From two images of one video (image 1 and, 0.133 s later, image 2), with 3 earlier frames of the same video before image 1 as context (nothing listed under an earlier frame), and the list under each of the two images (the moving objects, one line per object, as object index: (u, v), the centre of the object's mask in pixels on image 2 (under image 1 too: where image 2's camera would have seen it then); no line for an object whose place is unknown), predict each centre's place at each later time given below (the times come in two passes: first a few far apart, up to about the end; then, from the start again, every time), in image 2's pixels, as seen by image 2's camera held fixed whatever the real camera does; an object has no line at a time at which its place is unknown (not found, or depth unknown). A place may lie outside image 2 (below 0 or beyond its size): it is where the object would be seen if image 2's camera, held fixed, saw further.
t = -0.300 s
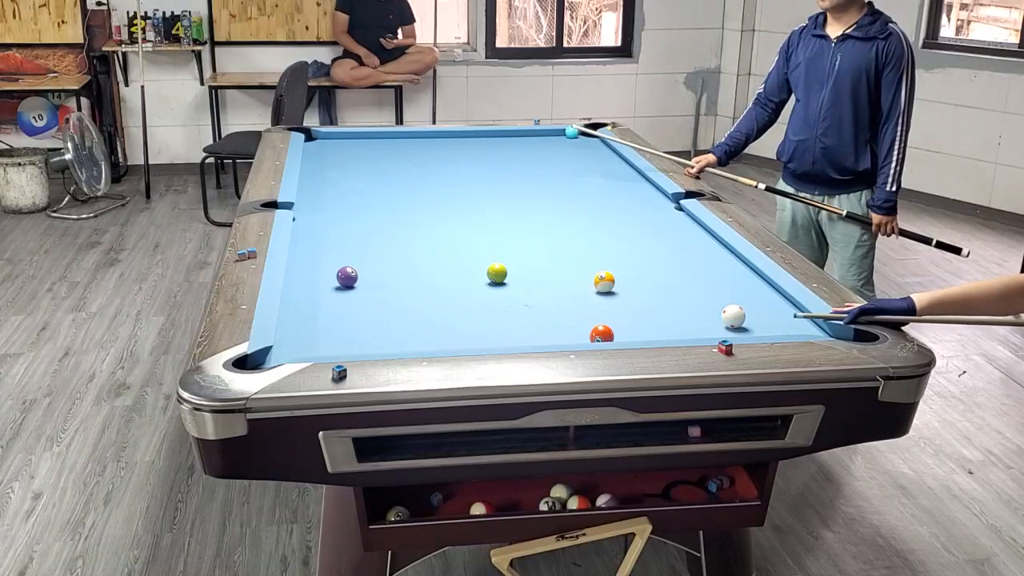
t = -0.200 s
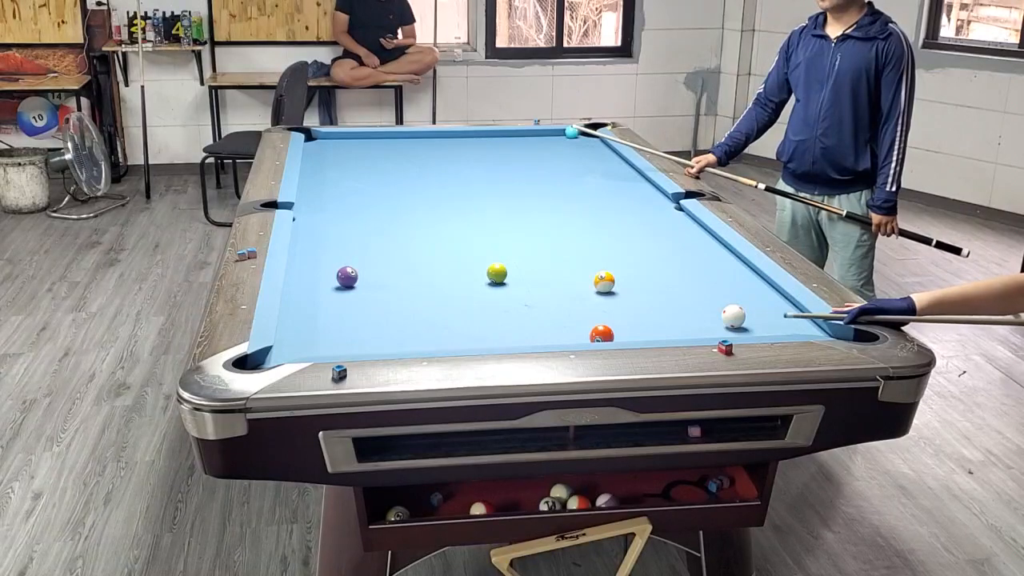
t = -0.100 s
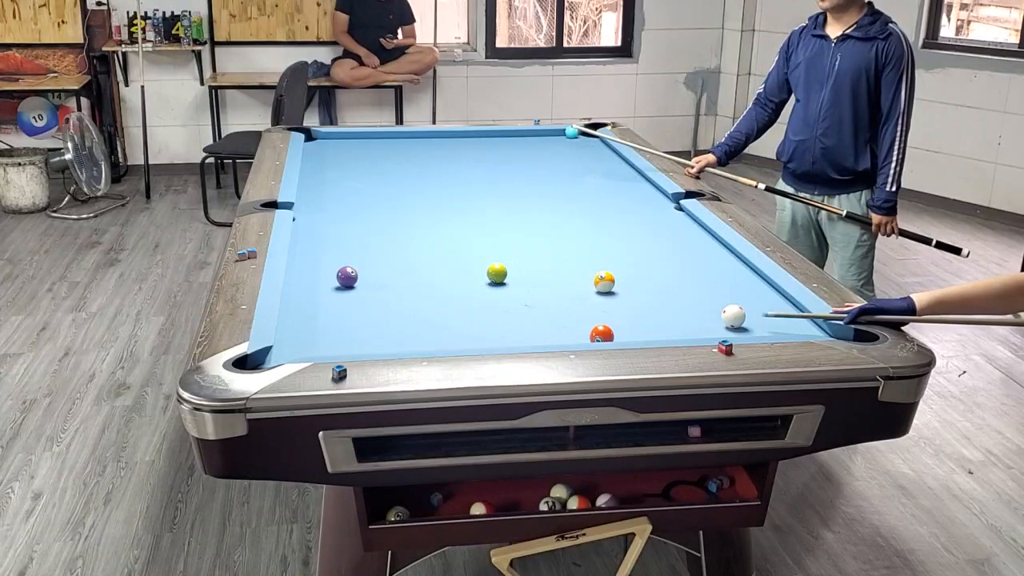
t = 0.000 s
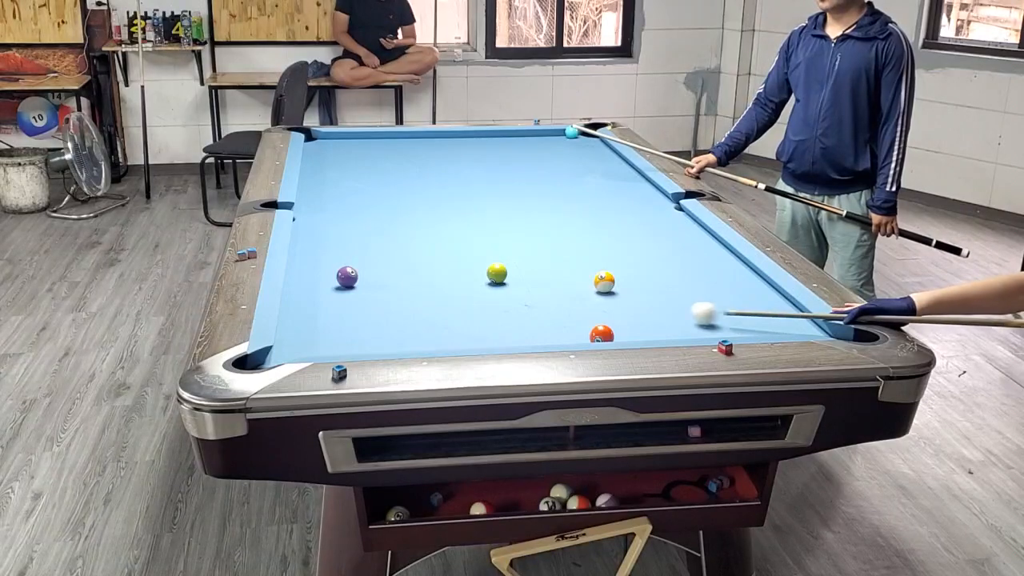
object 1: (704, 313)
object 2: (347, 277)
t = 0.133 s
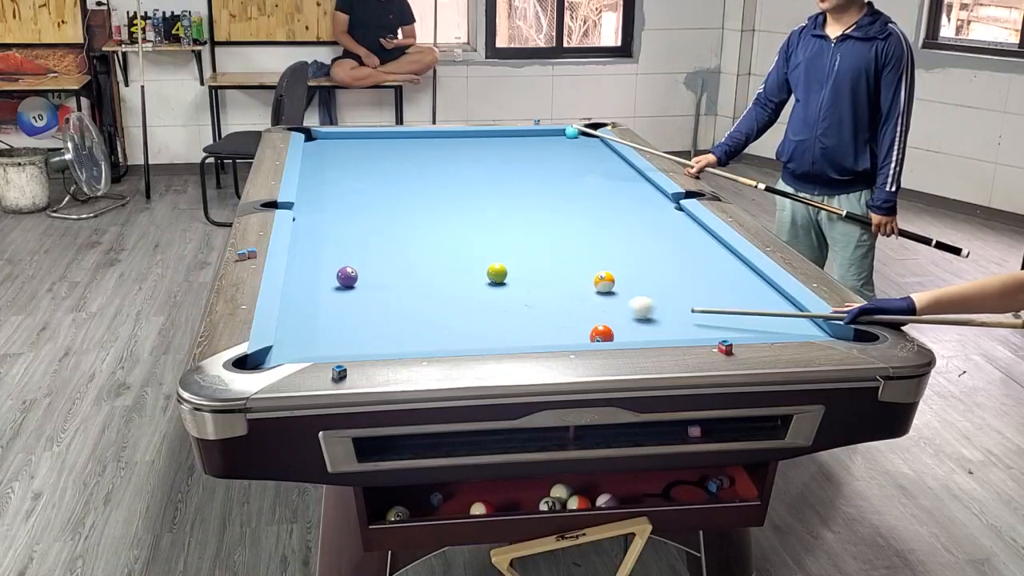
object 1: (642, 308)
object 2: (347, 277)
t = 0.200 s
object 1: (612, 305)
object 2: (347, 277)
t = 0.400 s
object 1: (524, 296)
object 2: (347, 277)
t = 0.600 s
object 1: (442, 289)
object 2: (347, 276)
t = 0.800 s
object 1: (364, 281)
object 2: (346, 276)
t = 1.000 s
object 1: (324, 287)
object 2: (314, 266)
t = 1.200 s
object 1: (300, 290)
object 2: (302, 258)
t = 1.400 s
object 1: (325, 291)
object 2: (316, 252)
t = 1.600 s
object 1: (348, 293)
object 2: (329, 246)
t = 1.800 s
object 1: (371, 294)
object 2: (342, 241)
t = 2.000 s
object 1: (392, 295)
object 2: (352, 236)
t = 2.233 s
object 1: (416, 296)
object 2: (364, 231)
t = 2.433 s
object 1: (435, 297)
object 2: (373, 227)
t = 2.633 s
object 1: (453, 298)
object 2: (381, 223)
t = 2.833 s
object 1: (469, 298)
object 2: (389, 220)
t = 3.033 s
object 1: (485, 299)
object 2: (395, 217)
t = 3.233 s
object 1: (500, 301)
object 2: (402, 214)
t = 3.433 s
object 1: (514, 301)
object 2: (408, 211)
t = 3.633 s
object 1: (527, 301)
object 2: (413, 209)
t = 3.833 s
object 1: (539, 301)
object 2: (418, 207)
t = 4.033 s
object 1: (549, 302)
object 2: (422, 204)
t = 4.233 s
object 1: (559, 302)
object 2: (426, 203)
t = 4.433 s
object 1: (567, 302)
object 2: (430, 202)
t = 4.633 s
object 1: (575, 302)
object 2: (433, 200)
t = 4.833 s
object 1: (580, 302)
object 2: (435, 199)
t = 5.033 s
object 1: (585, 303)
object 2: (437, 198)
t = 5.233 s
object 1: (589, 303)
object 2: (439, 198)
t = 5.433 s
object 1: (592, 302)
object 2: (441, 197)
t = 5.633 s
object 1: (594, 302)
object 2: (442, 196)
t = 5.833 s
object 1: (595, 302)
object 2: (443, 196)
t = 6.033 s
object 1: (595, 302)
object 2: (443, 196)
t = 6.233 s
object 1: (595, 302)
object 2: (443, 196)
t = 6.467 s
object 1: (595, 302)
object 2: (444, 196)
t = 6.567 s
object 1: (595, 302)
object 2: (444, 196)
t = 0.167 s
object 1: (626, 306)
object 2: (347, 277)
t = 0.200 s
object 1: (612, 305)
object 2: (347, 277)
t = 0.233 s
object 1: (596, 303)
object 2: (347, 277)
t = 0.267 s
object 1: (582, 302)
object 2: (347, 277)
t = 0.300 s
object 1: (567, 301)
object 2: (347, 277)
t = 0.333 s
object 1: (553, 299)
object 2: (347, 277)
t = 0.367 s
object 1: (538, 297)
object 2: (347, 277)
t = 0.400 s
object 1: (524, 296)
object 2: (347, 277)
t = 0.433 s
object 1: (511, 296)
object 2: (347, 277)
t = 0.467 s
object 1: (497, 294)
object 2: (347, 276)
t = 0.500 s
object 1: (483, 293)
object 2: (347, 276)
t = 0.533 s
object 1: (470, 291)
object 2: (347, 276)
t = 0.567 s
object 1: (456, 290)
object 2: (347, 277)
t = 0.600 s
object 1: (442, 289)
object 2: (347, 276)
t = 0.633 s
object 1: (429, 288)
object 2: (347, 276)
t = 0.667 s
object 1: (416, 287)
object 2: (347, 277)
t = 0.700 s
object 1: (403, 285)
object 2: (347, 276)
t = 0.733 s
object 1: (390, 284)
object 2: (347, 276)
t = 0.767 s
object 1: (377, 283)
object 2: (347, 276)
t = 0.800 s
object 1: (364, 281)
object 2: (346, 276)
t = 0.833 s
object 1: (356, 283)
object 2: (341, 274)
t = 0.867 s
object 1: (351, 284)
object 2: (334, 272)
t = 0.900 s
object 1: (344, 285)
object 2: (329, 270)
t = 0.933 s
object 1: (337, 285)
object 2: (324, 269)
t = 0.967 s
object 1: (331, 286)
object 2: (319, 267)
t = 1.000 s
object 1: (324, 287)
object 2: (314, 266)
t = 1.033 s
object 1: (316, 288)
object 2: (309, 265)
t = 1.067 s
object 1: (310, 288)
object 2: (305, 263)
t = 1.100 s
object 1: (303, 289)
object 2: (300, 261)
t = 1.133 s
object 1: (295, 290)
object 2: (297, 260)
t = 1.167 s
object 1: (296, 290)
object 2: (300, 259)
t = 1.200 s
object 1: (300, 290)
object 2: (302, 258)
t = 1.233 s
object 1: (304, 290)
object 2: (305, 257)
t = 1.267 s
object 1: (308, 291)
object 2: (307, 256)
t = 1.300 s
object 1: (313, 291)
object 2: (309, 255)
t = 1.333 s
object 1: (317, 291)
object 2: (312, 254)
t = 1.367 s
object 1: (321, 291)
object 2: (314, 253)
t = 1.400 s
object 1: (325, 291)
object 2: (316, 252)
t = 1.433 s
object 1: (329, 292)
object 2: (319, 251)
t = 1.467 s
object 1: (333, 292)
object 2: (321, 250)
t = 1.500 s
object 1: (337, 292)
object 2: (323, 249)
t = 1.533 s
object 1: (340, 292)
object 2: (325, 248)
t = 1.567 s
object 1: (345, 292)
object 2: (328, 247)
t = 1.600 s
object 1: (348, 293)
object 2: (329, 246)
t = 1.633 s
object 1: (352, 293)
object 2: (332, 245)
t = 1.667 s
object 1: (356, 293)
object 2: (334, 244)
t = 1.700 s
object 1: (360, 293)
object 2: (336, 244)
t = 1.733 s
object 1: (364, 293)
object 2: (338, 243)
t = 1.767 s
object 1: (368, 294)
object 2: (339, 242)
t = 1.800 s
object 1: (371, 294)
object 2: (342, 241)
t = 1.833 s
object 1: (375, 294)
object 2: (343, 240)
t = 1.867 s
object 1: (378, 294)
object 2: (345, 239)
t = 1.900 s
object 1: (382, 294)
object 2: (347, 238)
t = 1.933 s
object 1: (386, 294)
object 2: (349, 238)
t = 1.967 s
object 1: (389, 294)
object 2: (351, 237)
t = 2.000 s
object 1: (392, 295)
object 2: (352, 236)
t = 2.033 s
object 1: (396, 295)
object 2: (354, 235)
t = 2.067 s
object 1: (399, 295)
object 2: (356, 235)
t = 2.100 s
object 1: (403, 295)
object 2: (358, 234)
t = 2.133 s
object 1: (406, 295)
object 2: (359, 233)
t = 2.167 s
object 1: (409, 295)
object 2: (361, 232)
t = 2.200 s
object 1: (413, 296)
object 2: (362, 232)
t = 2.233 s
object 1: (416, 296)
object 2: (364, 231)
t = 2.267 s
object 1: (419, 296)
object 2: (366, 230)
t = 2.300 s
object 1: (423, 296)
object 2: (367, 230)
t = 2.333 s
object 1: (426, 296)
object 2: (368, 229)
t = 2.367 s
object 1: (429, 296)
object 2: (370, 228)
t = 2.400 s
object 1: (432, 297)
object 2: (371, 228)
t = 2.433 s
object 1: (435, 297)
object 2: (373, 227)
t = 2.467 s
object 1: (438, 297)
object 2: (374, 226)
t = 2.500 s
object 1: (441, 297)
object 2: (376, 226)
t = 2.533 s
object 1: (444, 297)
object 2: (377, 225)
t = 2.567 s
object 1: (447, 297)
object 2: (378, 224)
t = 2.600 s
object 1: (450, 297)
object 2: (380, 224)
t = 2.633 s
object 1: (453, 298)
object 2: (381, 223)
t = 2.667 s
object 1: (456, 298)
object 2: (382, 223)
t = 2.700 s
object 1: (458, 298)
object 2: (384, 222)
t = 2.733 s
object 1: (461, 298)
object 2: (385, 222)
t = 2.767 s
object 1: (464, 298)
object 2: (386, 221)
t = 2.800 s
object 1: (467, 299)
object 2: (387, 220)
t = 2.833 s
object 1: (469, 298)
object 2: (389, 220)
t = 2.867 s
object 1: (472, 298)
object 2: (390, 219)
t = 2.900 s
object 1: (475, 299)
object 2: (391, 219)
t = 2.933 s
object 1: (477, 299)
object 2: (392, 219)
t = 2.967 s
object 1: (480, 299)
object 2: (393, 218)
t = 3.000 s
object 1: (482, 299)
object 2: (394, 217)
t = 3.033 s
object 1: (485, 299)
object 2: (395, 217)
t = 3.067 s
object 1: (488, 299)
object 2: (396, 216)
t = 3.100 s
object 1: (490, 300)
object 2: (398, 216)
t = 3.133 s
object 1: (493, 300)
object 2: (399, 215)
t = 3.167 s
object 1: (495, 301)
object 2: (400, 215)
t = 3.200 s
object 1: (498, 301)
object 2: (401, 214)
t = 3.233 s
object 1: (500, 301)
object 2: (402, 214)
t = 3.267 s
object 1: (503, 300)
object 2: (403, 213)
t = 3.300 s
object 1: (505, 300)
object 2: (404, 213)
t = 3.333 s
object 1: (507, 300)
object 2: (405, 212)
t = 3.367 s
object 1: (509, 300)
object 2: (406, 212)
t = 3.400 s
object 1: (512, 300)
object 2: (407, 211)
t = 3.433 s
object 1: (514, 301)
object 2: (408, 211)
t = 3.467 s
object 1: (516, 300)
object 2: (409, 211)
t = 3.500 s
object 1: (518, 300)
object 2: (409, 210)
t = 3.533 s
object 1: (520, 300)
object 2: (410, 210)
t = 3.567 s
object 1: (523, 301)
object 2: (411, 209)
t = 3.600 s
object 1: (524, 301)
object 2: (412, 209)
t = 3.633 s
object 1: (527, 301)
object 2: (413, 209)
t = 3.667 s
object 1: (529, 301)
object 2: (414, 208)
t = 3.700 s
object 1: (531, 301)
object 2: (414, 208)
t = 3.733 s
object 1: (533, 302)
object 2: (415, 208)
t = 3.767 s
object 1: (535, 301)
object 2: (416, 207)
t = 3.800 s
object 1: (537, 301)
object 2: (417, 207)
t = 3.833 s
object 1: (539, 301)
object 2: (418, 207)
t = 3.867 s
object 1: (540, 302)
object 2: (418, 206)
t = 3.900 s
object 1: (542, 302)
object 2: (419, 206)
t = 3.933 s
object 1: (544, 302)
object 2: (420, 205)
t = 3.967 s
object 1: (546, 302)
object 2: (421, 205)
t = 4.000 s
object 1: (548, 302)
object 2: (421, 205)
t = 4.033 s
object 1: (549, 302)
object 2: (422, 204)
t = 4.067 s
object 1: (551, 302)
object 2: (423, 204)
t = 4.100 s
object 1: (553, 302)
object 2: (424, 204)
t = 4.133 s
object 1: (554, 302)
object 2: (424, 204)
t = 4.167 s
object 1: (556, 302)
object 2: (425, 203)
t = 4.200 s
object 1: (557, 302)
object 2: (426, 203)
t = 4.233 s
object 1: (559, 302)
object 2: (426, 203)
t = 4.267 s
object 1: (560, 302)
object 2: (427, 203)
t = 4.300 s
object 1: (562, 302)
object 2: (427, 202)
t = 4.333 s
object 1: (563, 302)
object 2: (428, 202)
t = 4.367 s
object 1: (565, 302)
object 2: (429, 202)
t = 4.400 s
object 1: (566, 302)
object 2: (429, 202)
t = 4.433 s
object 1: (567, 302)
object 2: (430, 202)
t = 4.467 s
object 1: (569, 302)
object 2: (430, 201)
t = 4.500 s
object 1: (570, 302)
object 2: (431, 201)
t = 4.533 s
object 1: (571, 302)
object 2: (431, 201)
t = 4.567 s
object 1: (572, 302)
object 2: (432, 201)
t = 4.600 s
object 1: (573, 302)
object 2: (432, 201)
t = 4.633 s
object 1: (575, 302)
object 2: (433, 200)
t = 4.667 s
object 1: (576, 302)
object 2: (433, 200)
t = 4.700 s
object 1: (577, 302)
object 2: (434, 200)
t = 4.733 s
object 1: (578, 303)
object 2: (434, 200)
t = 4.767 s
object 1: (579, 303)
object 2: (434, 200)
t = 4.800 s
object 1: (579, 303)
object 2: (435, 199)
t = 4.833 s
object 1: (580, 302)
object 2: (435, 199)
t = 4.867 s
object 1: (581, 303)
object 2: (436, 199)
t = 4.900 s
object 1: (582, 303)
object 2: (436, 199)
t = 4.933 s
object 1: (583, 303)
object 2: (437, 199)
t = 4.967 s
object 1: (584, 303)
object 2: (437, 199)
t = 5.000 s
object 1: (585, 303)
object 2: (437, 199)
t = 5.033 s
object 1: (585, 303)
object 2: (437, 198)
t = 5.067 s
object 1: (586, 303)
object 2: (438, 198)
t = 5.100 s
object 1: (587, 303)
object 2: (438, 198)
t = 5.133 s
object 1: (588, 302)
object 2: (438, 198)
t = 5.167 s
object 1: (588, 303)
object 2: (439, 198)
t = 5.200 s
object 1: (589, 303)
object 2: (439, 198)
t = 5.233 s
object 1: (589, 303)
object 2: (439, 198)
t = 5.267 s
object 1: (590, 303)
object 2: (440, 198)
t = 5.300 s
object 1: (591, 302)
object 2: (440, 197)
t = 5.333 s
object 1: (591, 302)
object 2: (440, 197)
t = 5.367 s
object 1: (591, 303)
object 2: (440, 197)
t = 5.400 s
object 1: (592, 302)
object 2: (441, 197)
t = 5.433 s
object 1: (592, 302)
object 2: (441, 197)
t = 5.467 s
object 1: (592, 302)
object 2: (441, 197)
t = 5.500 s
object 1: (593, 302)
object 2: (441, 197)
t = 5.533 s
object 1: (594, 302)
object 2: (441, 197)
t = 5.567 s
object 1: (594, 302)
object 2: (442, 196)
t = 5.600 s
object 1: (594, 302)
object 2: (442, 196)
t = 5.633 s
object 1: (594, 302)
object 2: (442, 196)
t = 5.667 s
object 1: (594, 303)
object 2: (442, 196)
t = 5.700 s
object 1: (595, 302)
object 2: (442, 196)
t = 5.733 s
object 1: (595, 302)
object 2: (443, 196)
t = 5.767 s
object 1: (595, 302)
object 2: (443, 196)
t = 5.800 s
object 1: (595, 302)
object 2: (443, 196)
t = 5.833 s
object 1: (595, 302)
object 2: (443, 196)
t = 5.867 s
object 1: (595, 302)
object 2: (443, 196)
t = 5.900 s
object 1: (595, 302)
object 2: (443, 196)
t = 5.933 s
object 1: (595, 302)
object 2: (443, 196)
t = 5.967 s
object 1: (595, 302)
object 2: (443, 196)
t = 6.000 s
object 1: (595, 302)
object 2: (443, 196)
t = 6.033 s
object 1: (595, 302)
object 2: (443, 196)
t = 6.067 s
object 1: (595, 302)
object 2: (443, 196)
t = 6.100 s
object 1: (595, 302)
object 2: (443, 196)
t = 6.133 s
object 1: (595, 302)
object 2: (443, 196)
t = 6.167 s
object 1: (595, 302)
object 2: (443, 196)
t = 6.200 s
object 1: (595, 302)
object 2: (443, 196)
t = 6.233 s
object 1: (595, 302)
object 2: (443, 196)
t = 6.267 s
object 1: (595, 302)
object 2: (443, 196)
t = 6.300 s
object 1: (595, 302)
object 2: (443, 196)
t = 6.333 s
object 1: (595, 302)
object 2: (444, 196)
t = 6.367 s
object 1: (595, 302)
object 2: (444, 196)
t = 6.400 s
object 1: (595, 302)
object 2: (444, 196)
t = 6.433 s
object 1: (595, 302)
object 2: (444, 196)
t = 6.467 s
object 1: (595, 302)
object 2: (444, 196)
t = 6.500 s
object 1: (595, 302)
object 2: (444, 196)
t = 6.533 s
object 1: (595, 302)
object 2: (444, 196)
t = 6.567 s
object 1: (595, 302)
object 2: (444, 196)
